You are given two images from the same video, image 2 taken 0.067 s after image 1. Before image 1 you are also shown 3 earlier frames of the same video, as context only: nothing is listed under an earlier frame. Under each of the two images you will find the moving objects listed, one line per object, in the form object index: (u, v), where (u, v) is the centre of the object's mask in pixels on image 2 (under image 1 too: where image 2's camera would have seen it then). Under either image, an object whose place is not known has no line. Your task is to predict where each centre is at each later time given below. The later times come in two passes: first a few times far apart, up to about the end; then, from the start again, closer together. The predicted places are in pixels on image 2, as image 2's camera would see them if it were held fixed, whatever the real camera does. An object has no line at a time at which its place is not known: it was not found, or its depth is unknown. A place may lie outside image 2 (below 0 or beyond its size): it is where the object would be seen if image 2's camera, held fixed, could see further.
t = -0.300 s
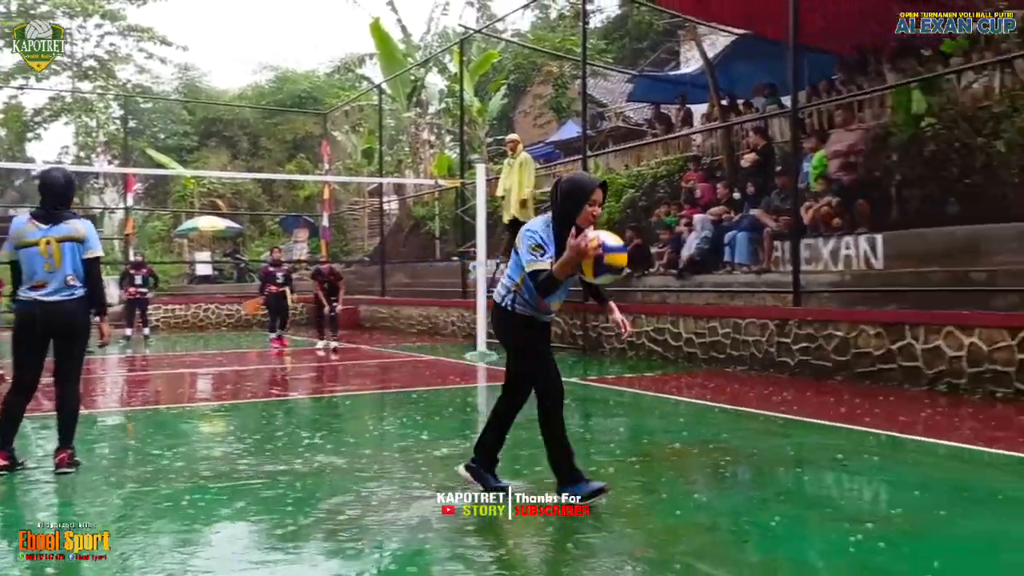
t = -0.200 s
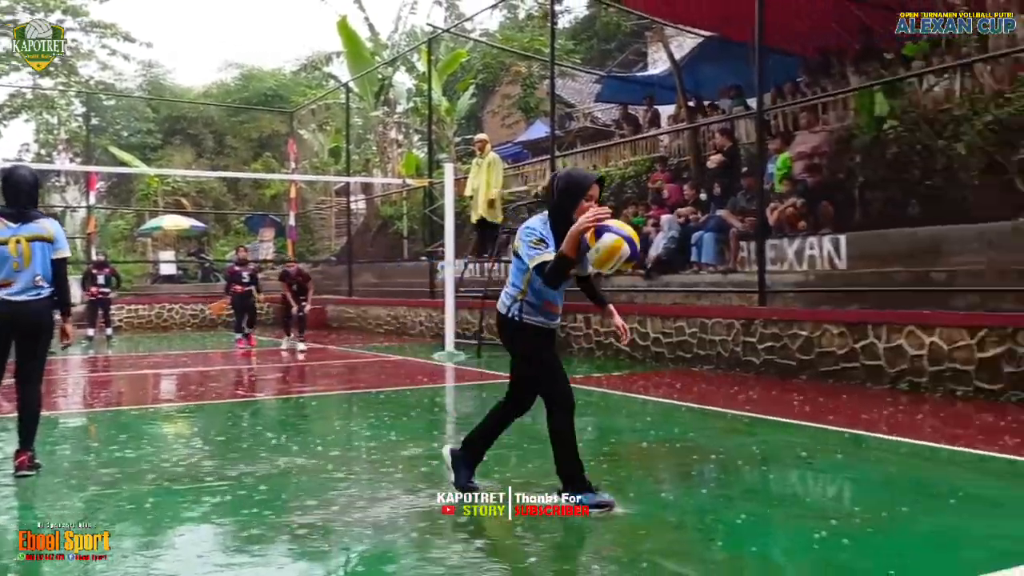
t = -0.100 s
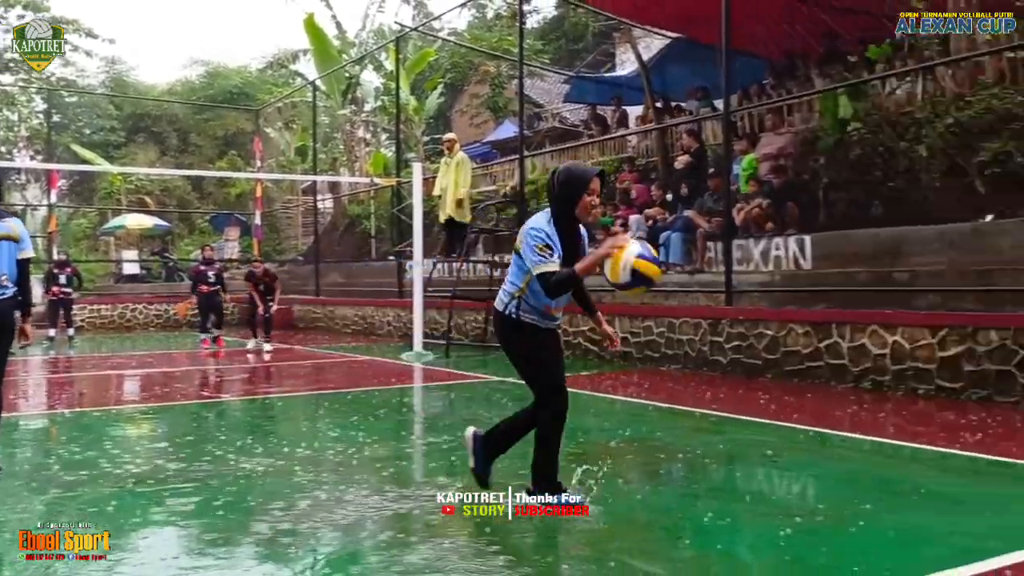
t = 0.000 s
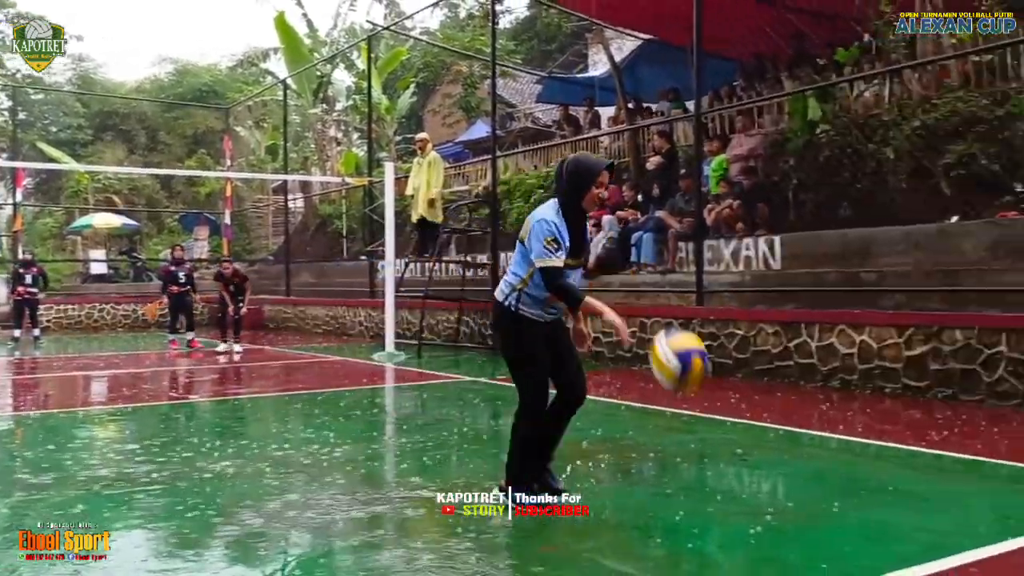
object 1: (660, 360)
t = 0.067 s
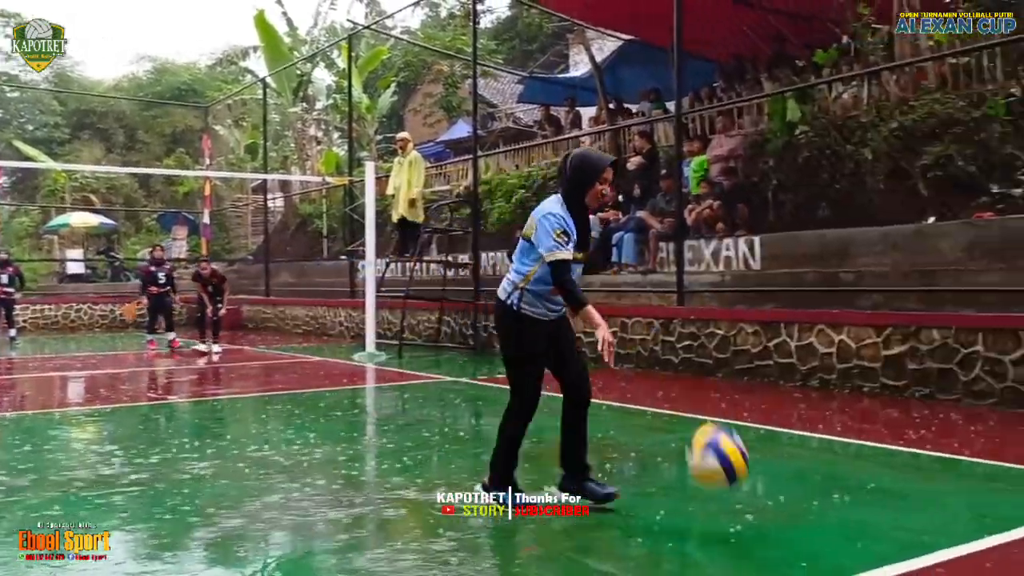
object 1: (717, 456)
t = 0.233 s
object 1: (829, 394)
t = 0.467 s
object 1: (988, 271)
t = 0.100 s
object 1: (746, 513)
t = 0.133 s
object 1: (767, 485)
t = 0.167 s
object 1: (788, 452)
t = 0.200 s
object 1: (809, 422)
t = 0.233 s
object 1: (829, 394)
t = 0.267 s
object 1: (850, 367)
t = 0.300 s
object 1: (871, 344)
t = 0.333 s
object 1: (894, 323)
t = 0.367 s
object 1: (916, 306)
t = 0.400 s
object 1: (939, 292)
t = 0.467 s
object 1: (988, 271)
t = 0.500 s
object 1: (1011, 266)
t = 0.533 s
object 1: (1037, 264)
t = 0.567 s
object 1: (1063, 266)
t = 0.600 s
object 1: (1089, 271)
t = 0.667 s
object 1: (1144, 291)
